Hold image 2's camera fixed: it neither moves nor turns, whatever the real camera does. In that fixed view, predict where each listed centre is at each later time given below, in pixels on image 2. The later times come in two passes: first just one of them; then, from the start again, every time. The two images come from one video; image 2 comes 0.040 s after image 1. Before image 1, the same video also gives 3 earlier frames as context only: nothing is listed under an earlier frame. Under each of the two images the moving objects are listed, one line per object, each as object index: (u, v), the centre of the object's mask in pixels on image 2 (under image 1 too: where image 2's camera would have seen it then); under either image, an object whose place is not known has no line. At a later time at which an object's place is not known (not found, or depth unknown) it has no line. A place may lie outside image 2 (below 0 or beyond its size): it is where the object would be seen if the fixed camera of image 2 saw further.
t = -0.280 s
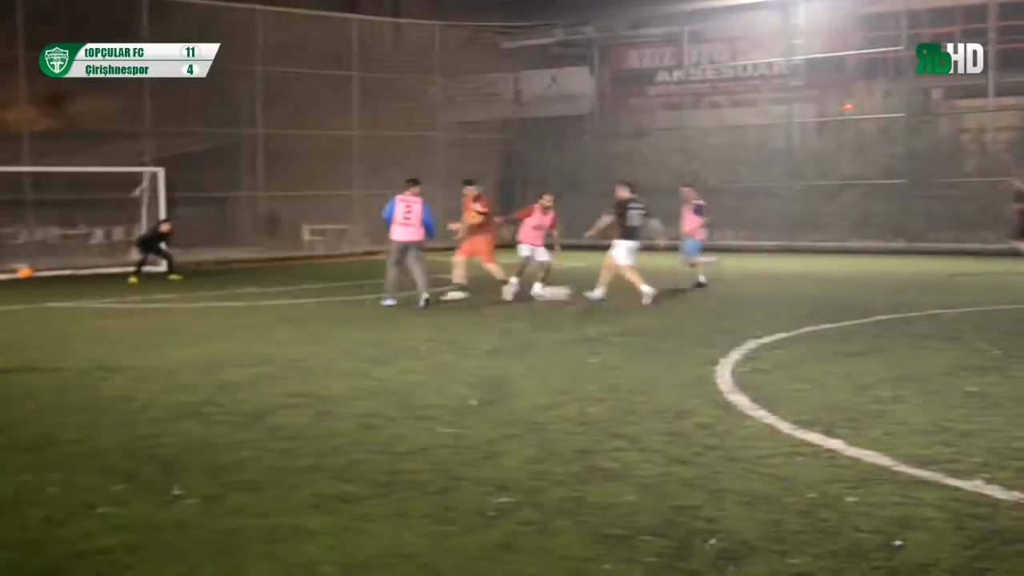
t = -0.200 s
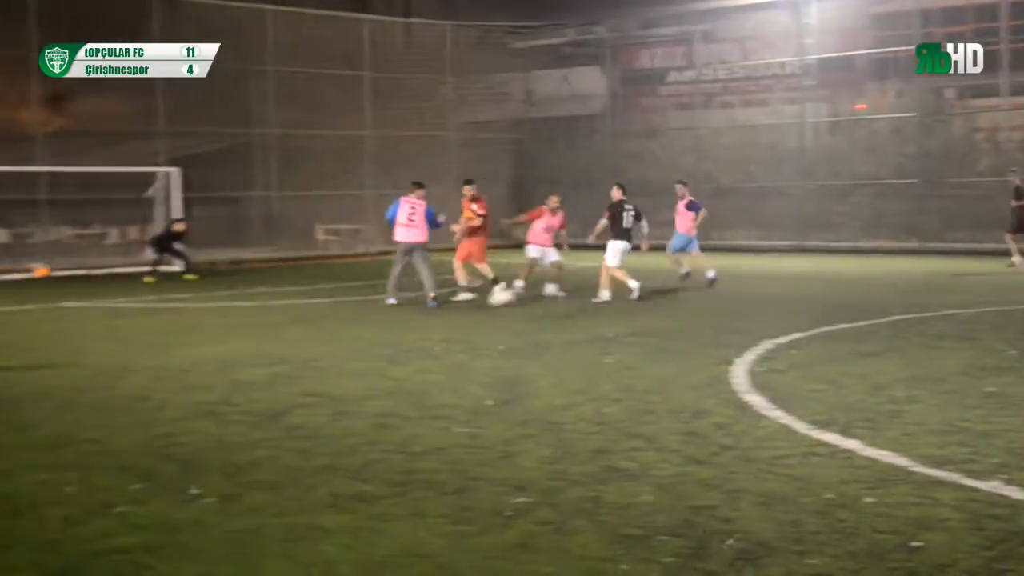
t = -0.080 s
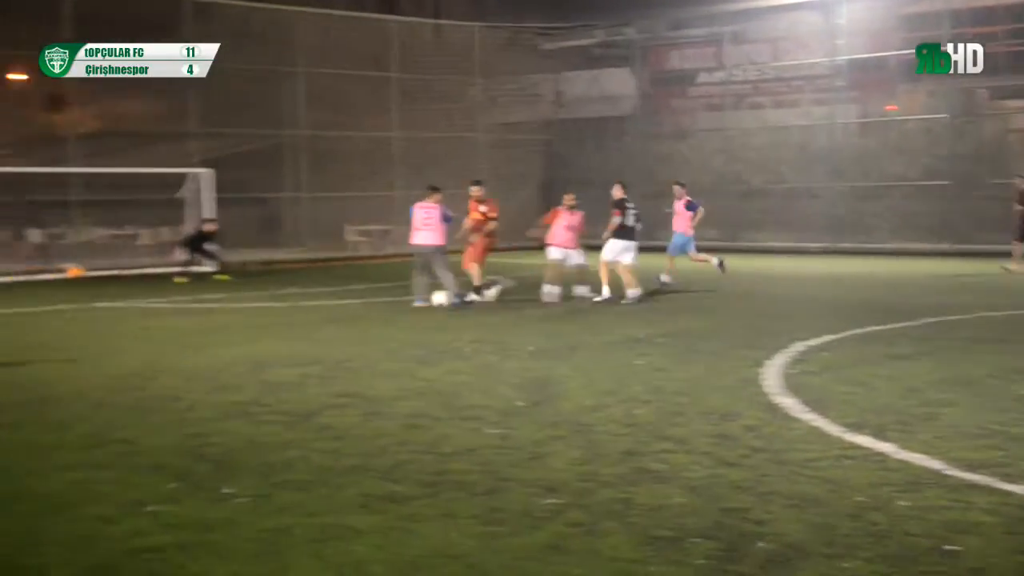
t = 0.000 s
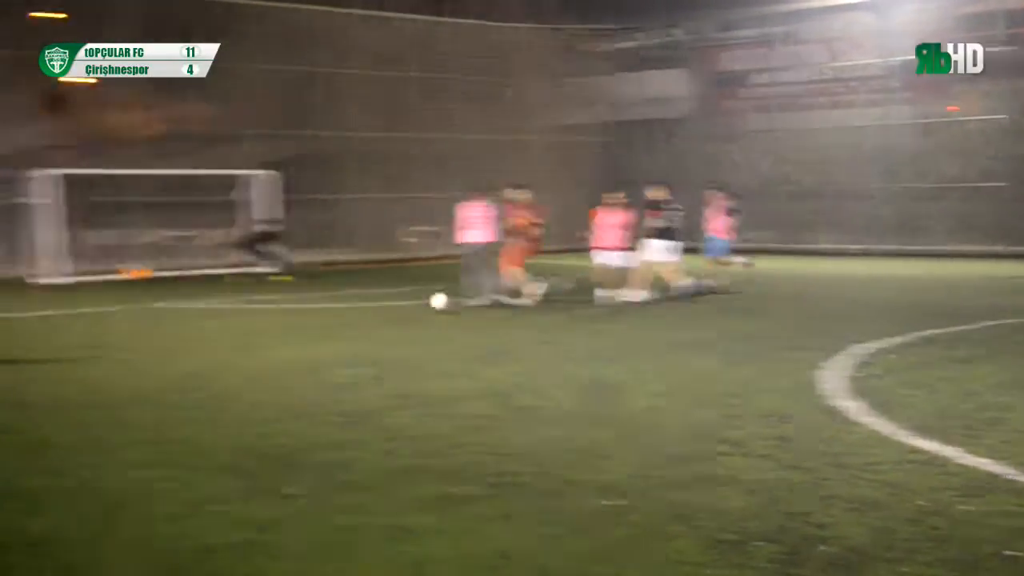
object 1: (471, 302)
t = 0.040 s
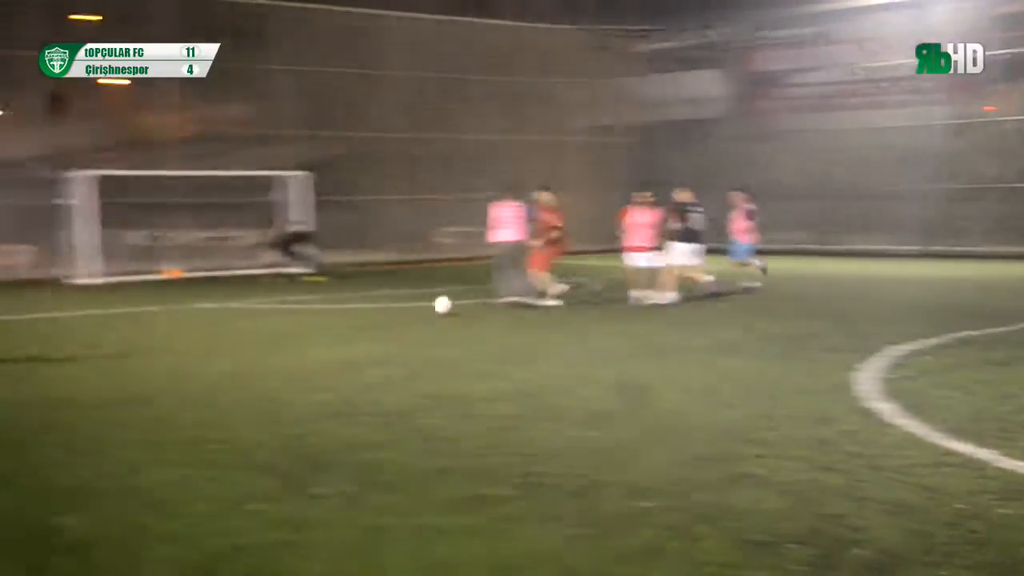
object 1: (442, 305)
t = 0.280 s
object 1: (285, 315)
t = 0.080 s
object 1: (414, 309)
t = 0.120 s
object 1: (389, 309)
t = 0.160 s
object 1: (363, 309)
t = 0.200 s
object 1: (337, 310)
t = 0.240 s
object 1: (311, 312)
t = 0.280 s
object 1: (285, 315)
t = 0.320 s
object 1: (261, 314)
